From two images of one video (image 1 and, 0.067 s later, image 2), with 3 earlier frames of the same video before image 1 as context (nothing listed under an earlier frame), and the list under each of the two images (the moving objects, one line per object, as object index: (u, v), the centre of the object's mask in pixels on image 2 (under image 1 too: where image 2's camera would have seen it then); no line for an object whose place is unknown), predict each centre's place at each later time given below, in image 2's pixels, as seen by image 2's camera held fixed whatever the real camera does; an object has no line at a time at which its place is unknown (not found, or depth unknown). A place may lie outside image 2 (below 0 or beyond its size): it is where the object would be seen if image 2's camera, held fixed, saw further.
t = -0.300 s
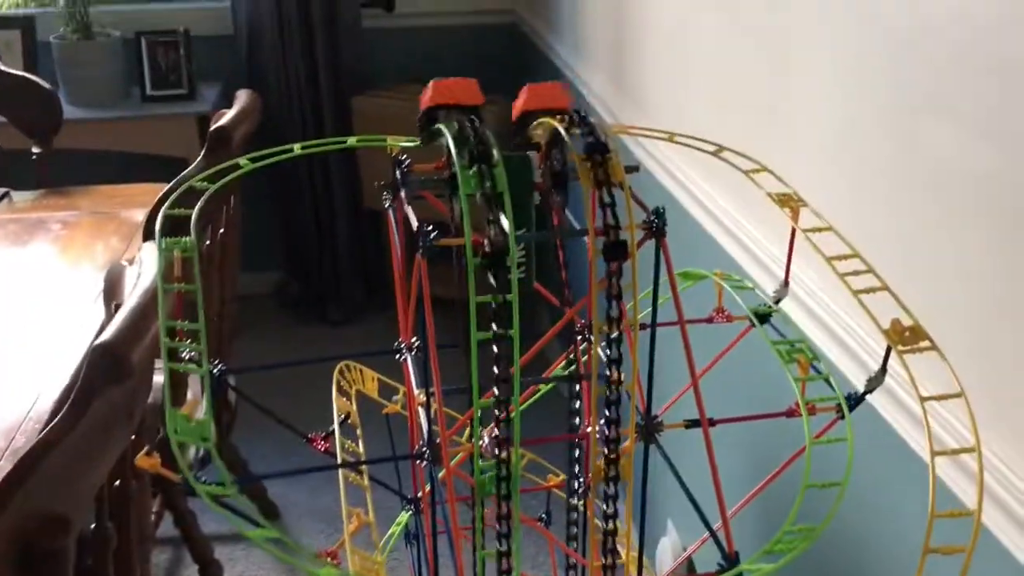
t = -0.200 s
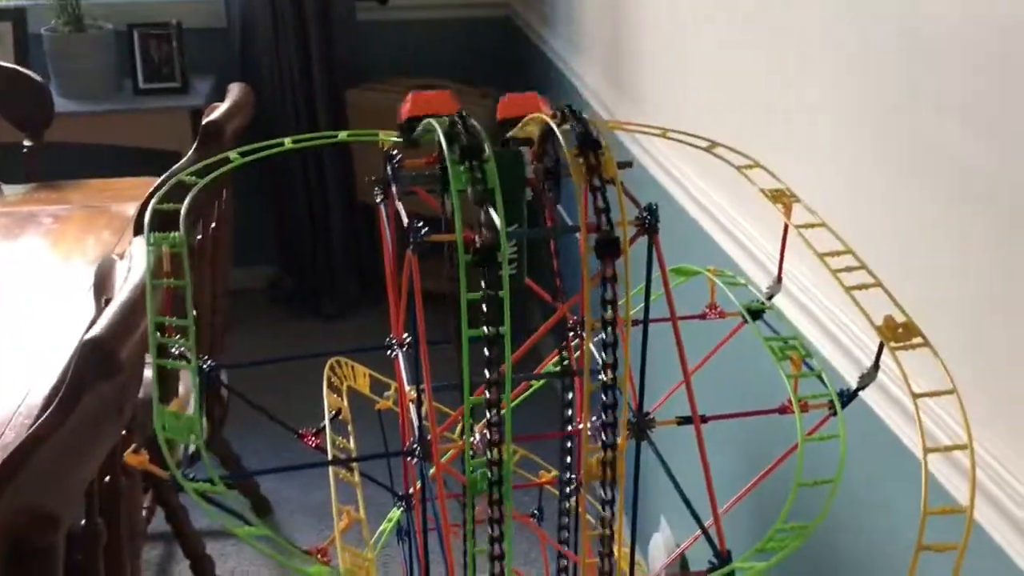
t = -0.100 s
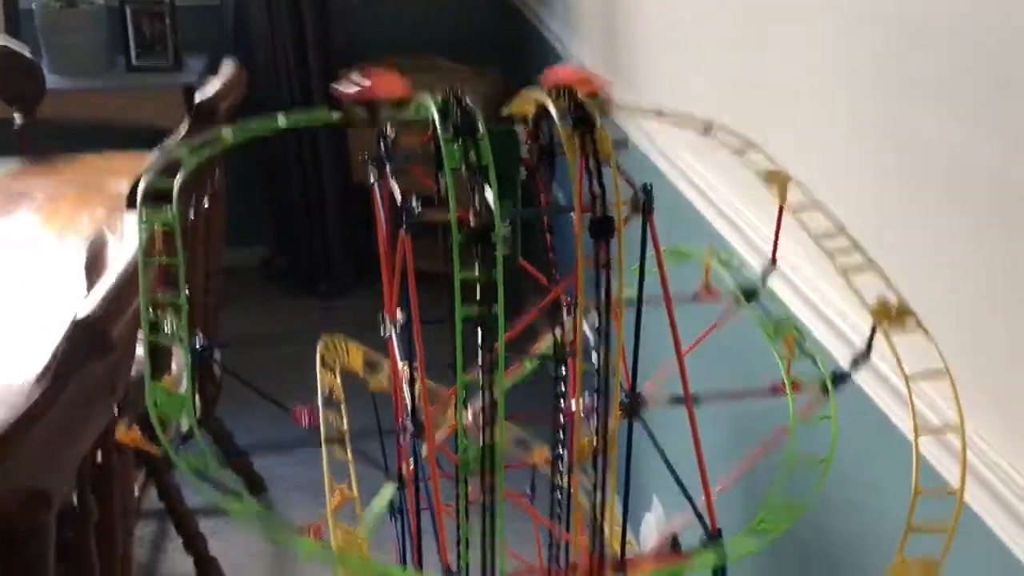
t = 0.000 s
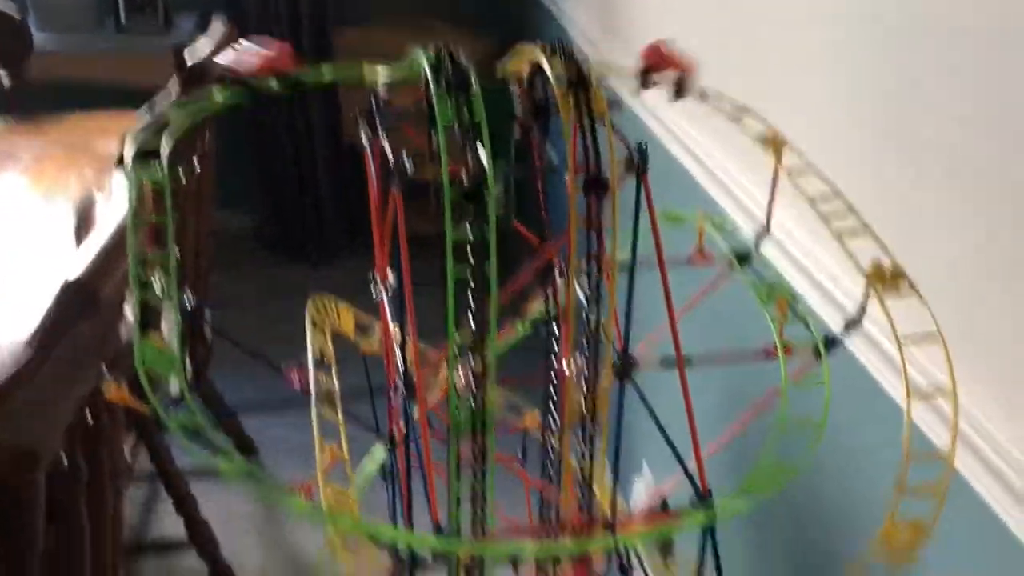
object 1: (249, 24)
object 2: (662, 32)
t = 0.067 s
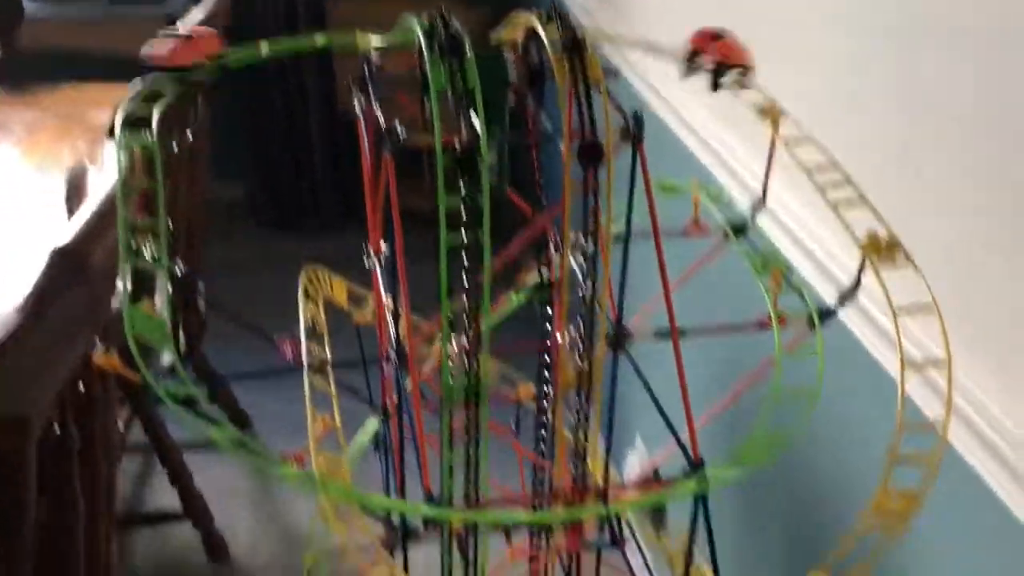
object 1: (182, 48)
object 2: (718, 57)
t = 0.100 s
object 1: (156, 61)
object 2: (738, 66)
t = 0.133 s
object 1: (139, 84)
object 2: (754, 79)
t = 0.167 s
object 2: (769, 96)
